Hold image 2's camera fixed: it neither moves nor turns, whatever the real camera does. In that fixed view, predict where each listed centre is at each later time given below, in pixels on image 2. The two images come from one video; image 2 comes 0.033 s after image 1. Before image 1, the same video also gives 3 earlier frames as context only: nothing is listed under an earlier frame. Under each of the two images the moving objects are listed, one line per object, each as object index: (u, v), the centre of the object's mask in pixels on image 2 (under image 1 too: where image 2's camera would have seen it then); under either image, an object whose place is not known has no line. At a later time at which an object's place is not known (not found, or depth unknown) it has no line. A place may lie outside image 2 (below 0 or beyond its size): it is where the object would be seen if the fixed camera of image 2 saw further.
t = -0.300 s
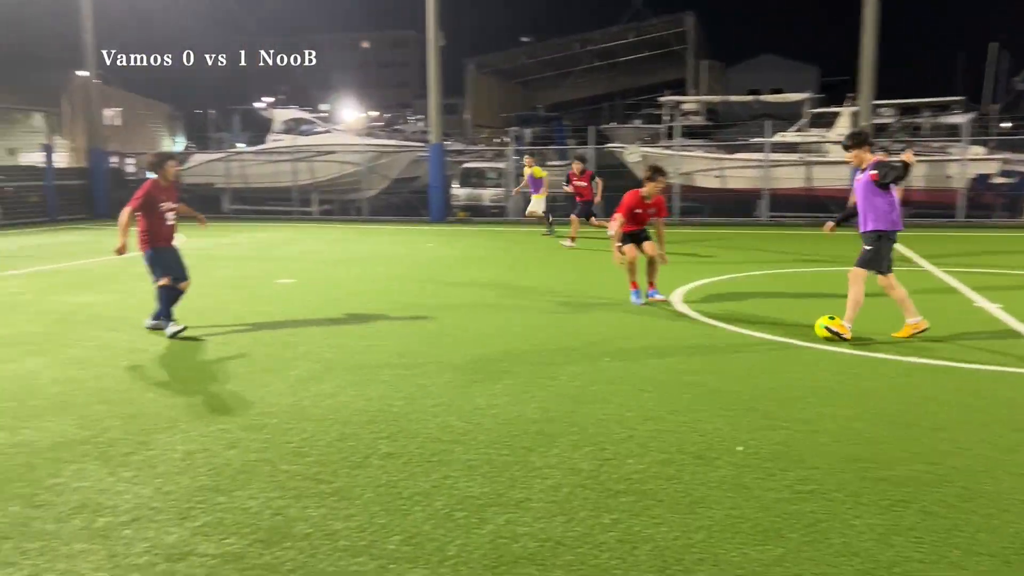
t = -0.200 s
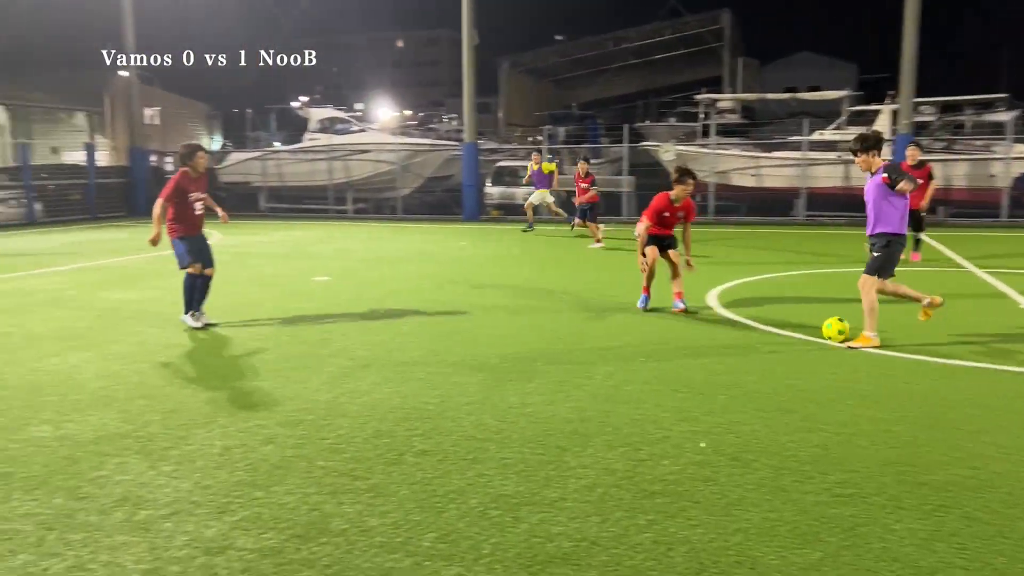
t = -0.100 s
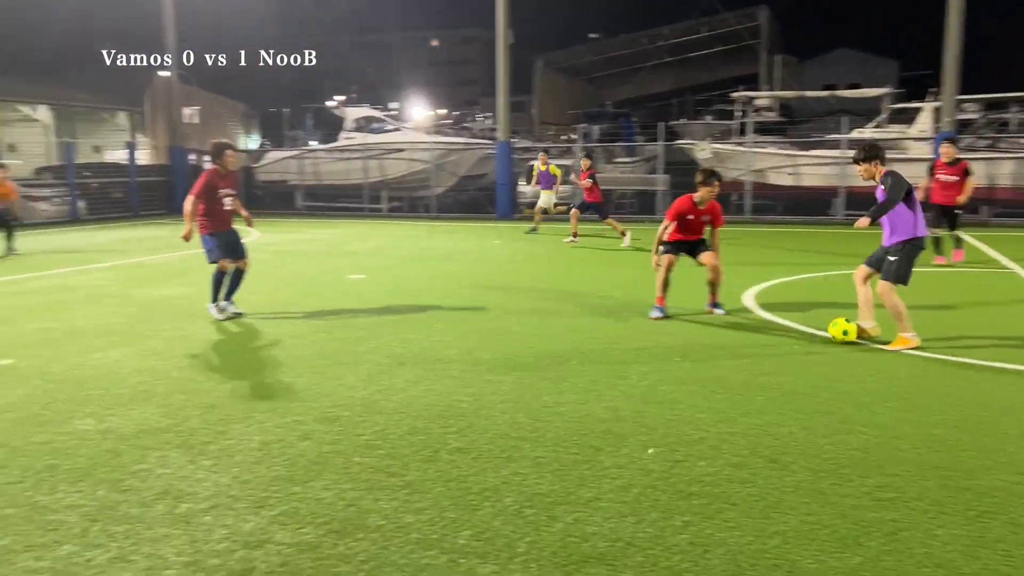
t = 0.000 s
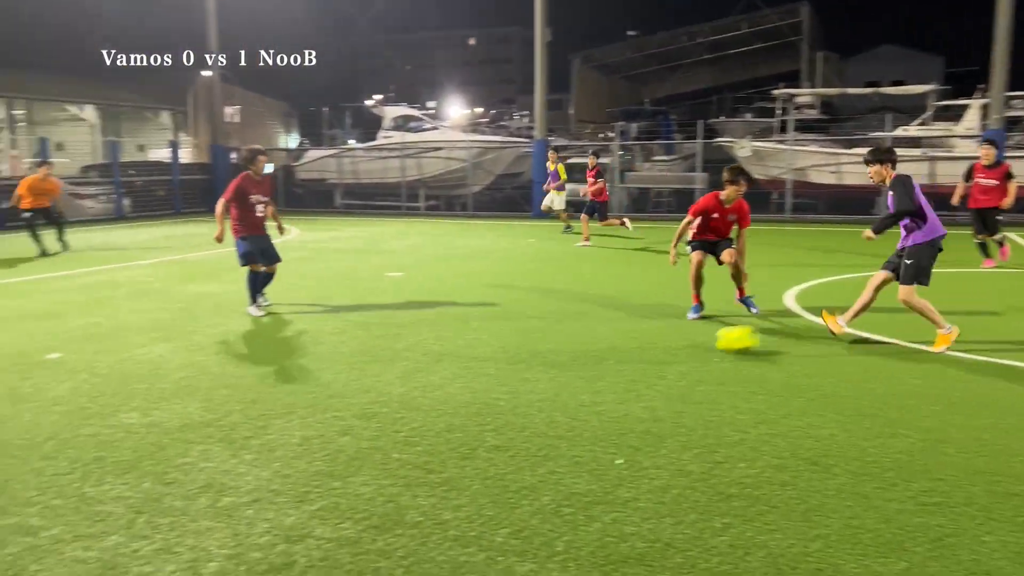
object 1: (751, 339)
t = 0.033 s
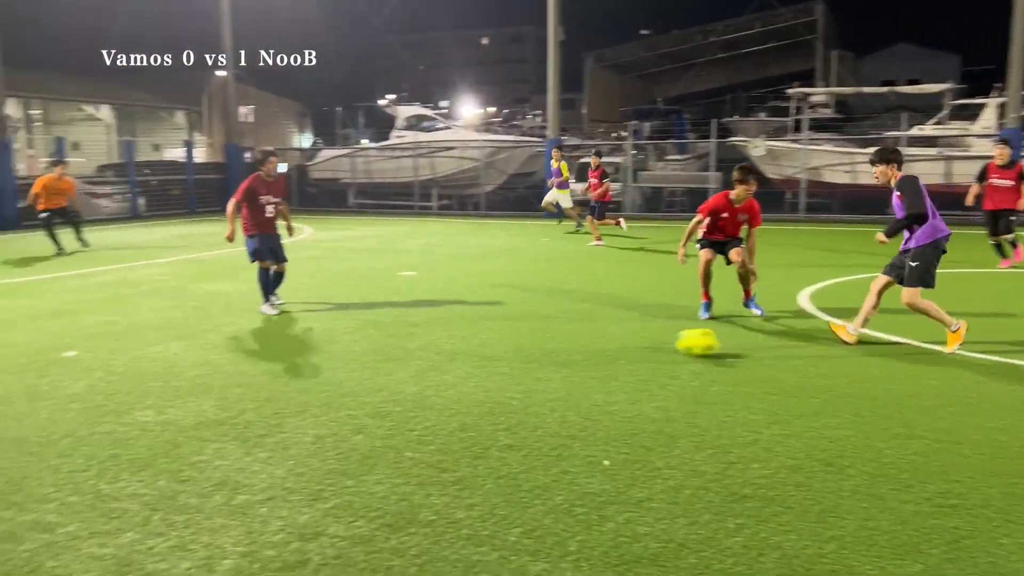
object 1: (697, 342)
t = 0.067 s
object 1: (646, 344)
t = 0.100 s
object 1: (593, 348)
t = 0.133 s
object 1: (543, 350)
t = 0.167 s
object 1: (490, 352)
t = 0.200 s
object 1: (439, 355)
